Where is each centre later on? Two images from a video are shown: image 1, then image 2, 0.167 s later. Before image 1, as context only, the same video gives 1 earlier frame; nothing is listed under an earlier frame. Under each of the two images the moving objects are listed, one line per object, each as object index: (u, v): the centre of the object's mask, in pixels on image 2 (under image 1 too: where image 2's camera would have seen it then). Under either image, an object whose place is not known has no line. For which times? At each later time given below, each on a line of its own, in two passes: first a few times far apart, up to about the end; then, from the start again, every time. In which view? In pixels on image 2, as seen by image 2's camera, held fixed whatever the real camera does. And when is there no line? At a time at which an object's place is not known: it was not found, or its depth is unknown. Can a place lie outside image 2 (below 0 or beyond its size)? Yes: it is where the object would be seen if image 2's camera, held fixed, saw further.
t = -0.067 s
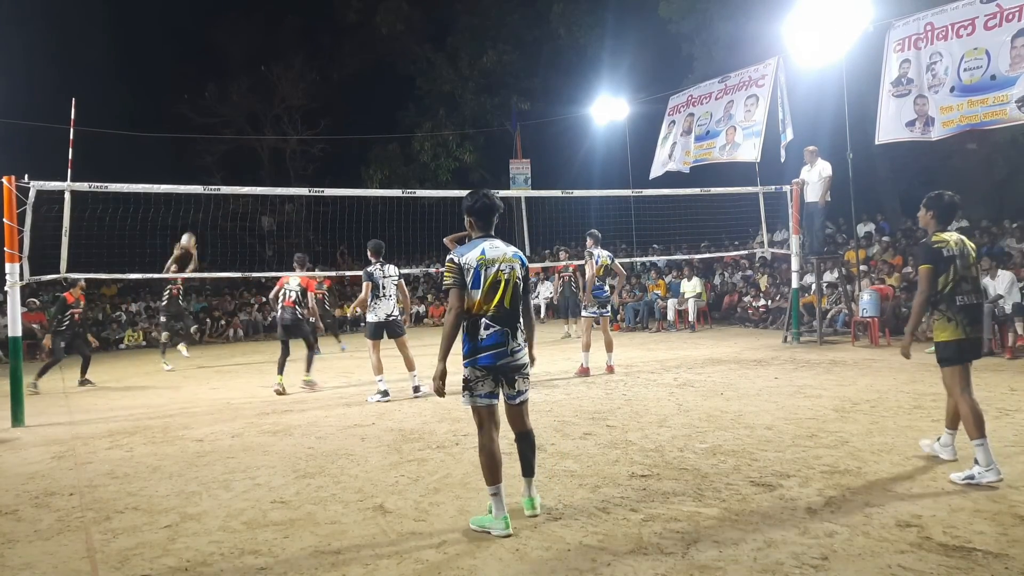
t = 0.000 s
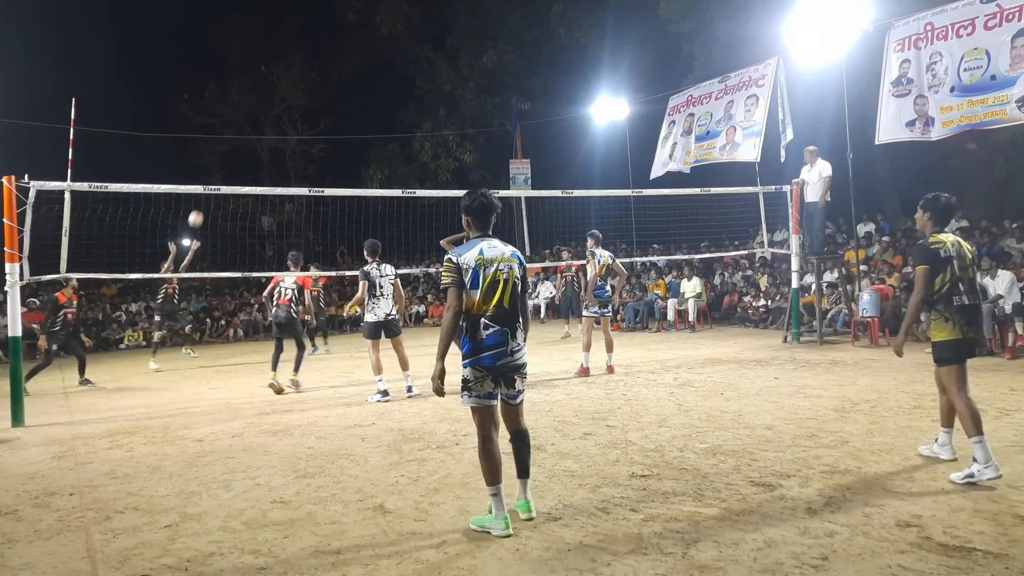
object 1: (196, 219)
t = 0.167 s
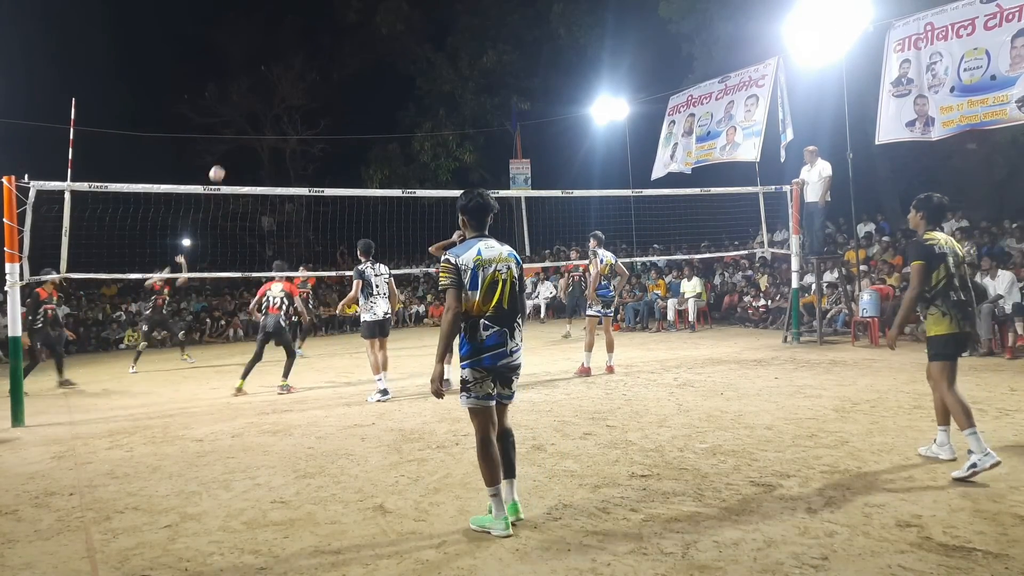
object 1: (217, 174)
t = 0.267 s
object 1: (230, 153)
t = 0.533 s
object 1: (271, 129)
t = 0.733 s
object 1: (307, 143)
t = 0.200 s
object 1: (221, 166)
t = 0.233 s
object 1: (226, 159)
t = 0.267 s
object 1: (230, 153)
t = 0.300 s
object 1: (235, 148)
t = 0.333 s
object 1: (240, 143)
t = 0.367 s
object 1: (245, 139)
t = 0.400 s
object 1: (250, 136)
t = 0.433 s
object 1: (255, 133)
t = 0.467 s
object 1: (261, 131)
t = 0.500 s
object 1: (266, 130)
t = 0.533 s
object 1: (271, 129)
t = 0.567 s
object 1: (277, 130)
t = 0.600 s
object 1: (283, 131)
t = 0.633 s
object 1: (289, 132)
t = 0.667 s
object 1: (295, 135)
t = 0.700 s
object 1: (301, 138)
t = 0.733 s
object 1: (307, 143)
